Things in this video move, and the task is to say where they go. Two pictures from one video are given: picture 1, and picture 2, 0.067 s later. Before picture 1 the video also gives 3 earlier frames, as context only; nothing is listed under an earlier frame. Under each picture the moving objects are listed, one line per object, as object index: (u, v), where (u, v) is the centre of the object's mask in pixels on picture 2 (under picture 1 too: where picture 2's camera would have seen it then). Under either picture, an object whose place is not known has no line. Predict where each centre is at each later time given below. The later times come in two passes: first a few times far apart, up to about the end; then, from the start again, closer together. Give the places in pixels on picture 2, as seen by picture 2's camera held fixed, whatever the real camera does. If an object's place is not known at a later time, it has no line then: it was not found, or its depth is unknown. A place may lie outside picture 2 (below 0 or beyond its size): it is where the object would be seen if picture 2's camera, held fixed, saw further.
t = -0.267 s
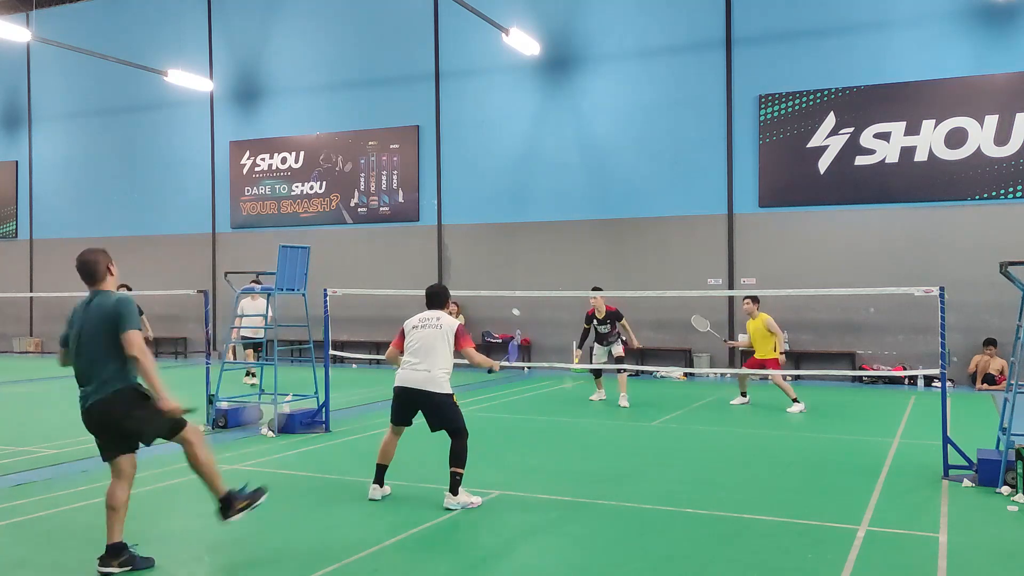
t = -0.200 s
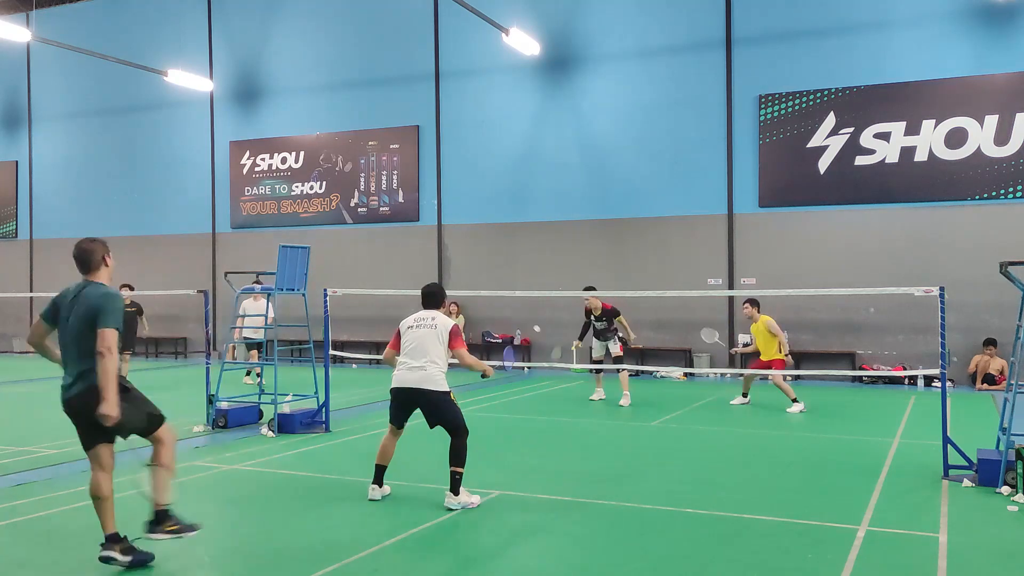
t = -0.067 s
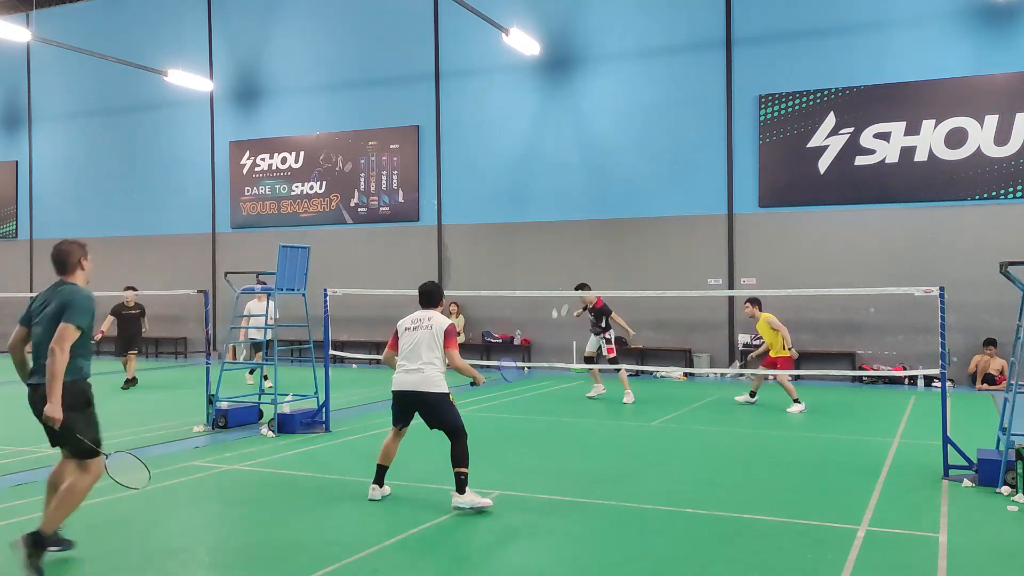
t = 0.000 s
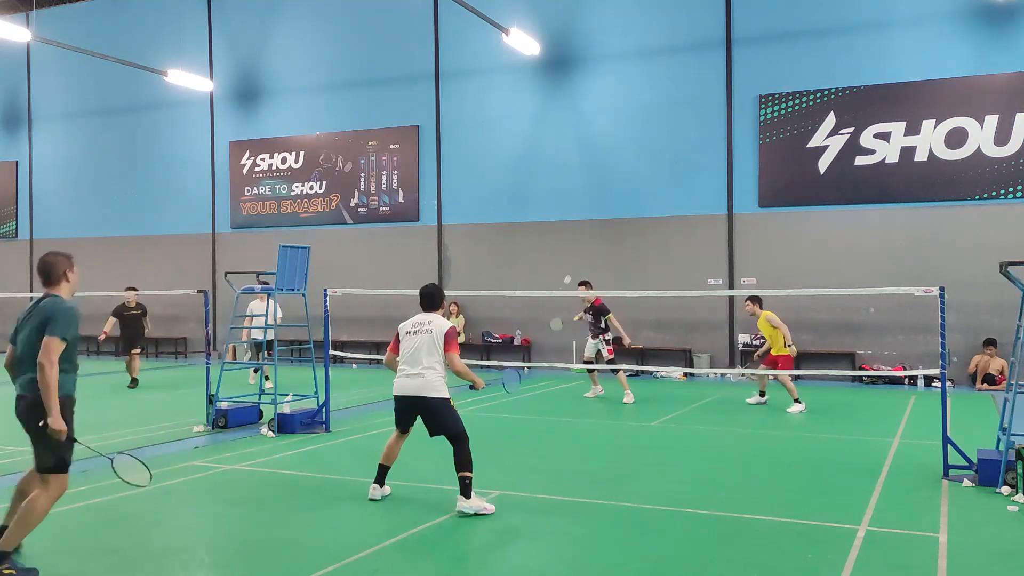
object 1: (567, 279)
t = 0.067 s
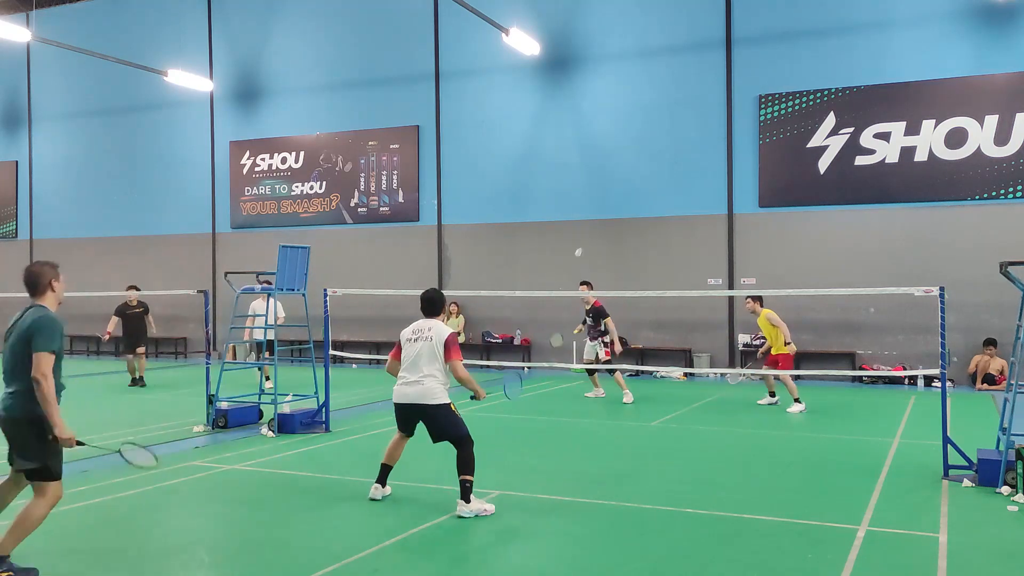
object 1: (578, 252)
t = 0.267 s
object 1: (612, 197)
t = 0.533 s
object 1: (654, 187)
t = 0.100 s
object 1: (584, 240)
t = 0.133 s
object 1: (590, 229)
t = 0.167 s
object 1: (596, 220)
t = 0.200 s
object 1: (602, 211)
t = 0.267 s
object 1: (612, 197)
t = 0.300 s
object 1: (618, 192)
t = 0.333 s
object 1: (623, 188)
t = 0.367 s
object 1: (628, 185)
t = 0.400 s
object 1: (633, 183)
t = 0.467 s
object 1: (644, 182)
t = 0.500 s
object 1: (649, 184)
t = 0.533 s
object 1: (654, 187)
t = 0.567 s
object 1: (658, 191)
